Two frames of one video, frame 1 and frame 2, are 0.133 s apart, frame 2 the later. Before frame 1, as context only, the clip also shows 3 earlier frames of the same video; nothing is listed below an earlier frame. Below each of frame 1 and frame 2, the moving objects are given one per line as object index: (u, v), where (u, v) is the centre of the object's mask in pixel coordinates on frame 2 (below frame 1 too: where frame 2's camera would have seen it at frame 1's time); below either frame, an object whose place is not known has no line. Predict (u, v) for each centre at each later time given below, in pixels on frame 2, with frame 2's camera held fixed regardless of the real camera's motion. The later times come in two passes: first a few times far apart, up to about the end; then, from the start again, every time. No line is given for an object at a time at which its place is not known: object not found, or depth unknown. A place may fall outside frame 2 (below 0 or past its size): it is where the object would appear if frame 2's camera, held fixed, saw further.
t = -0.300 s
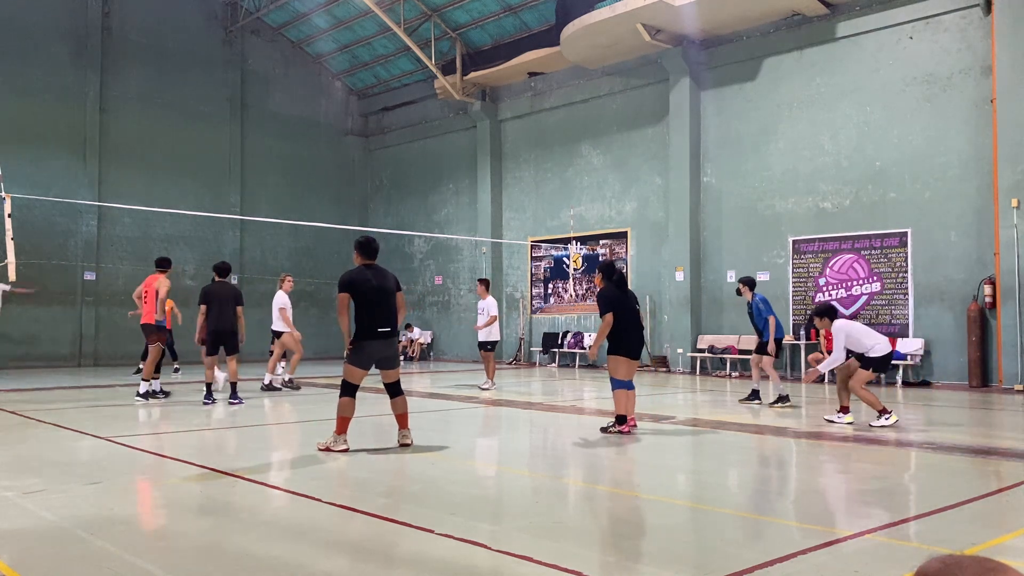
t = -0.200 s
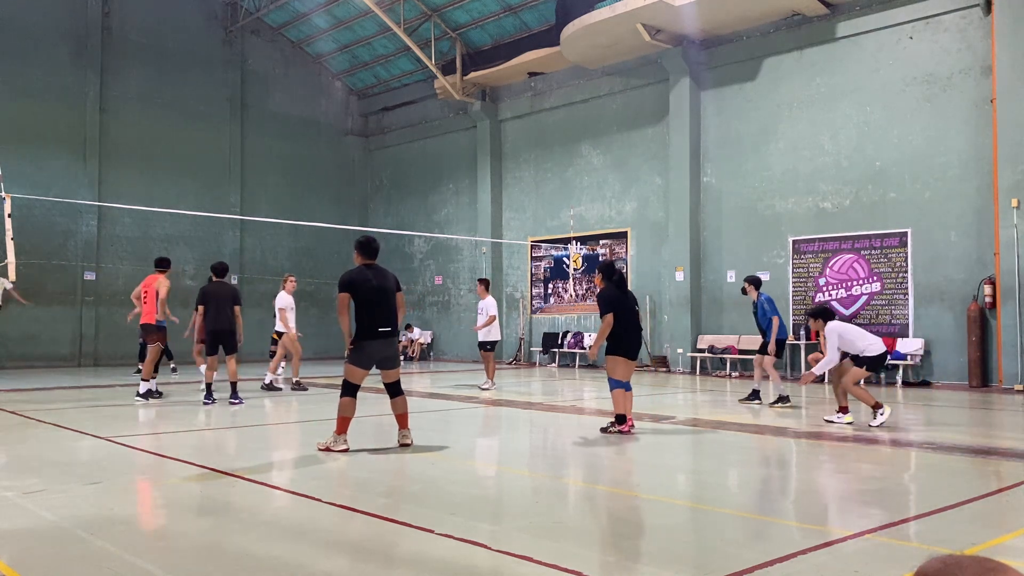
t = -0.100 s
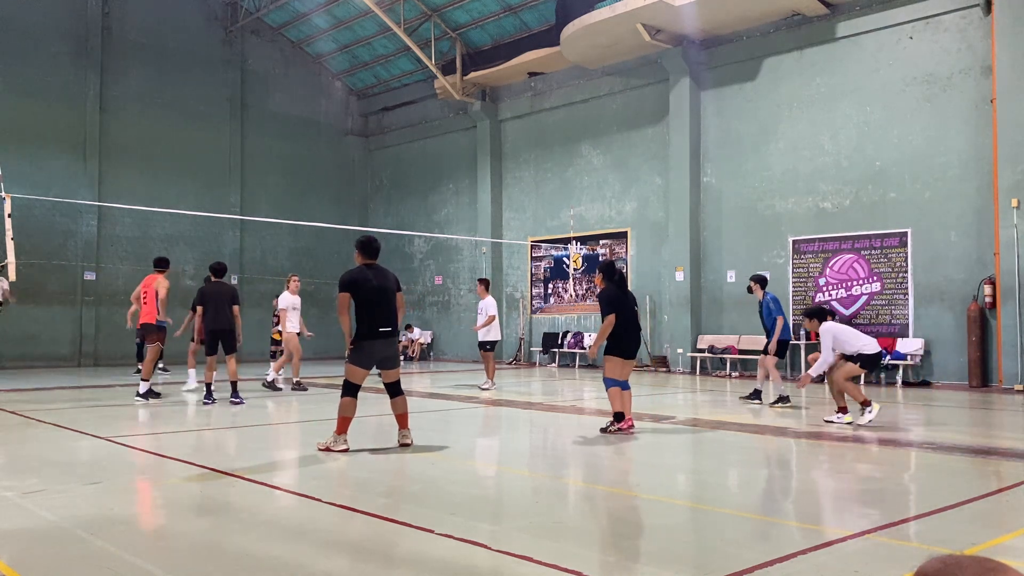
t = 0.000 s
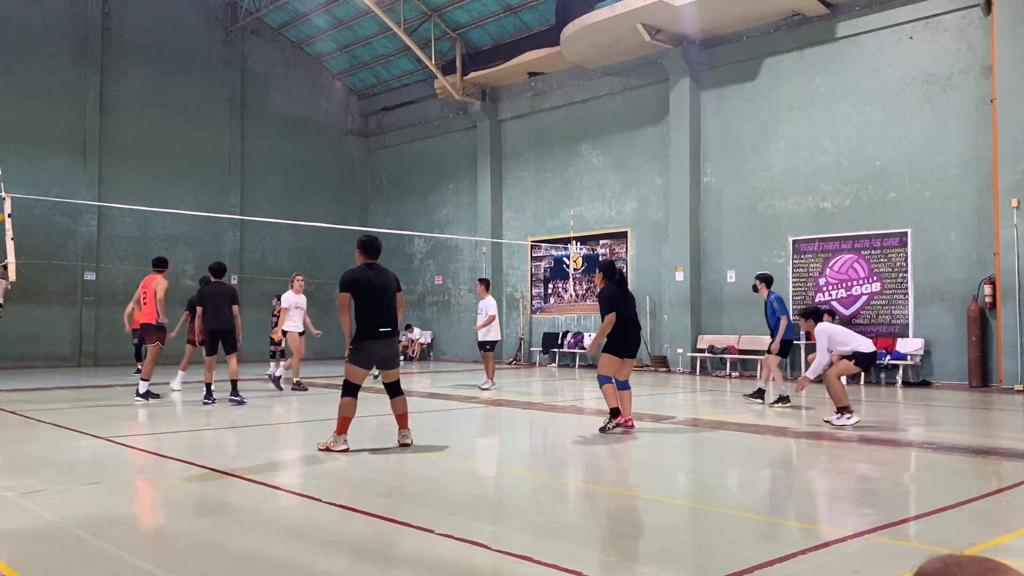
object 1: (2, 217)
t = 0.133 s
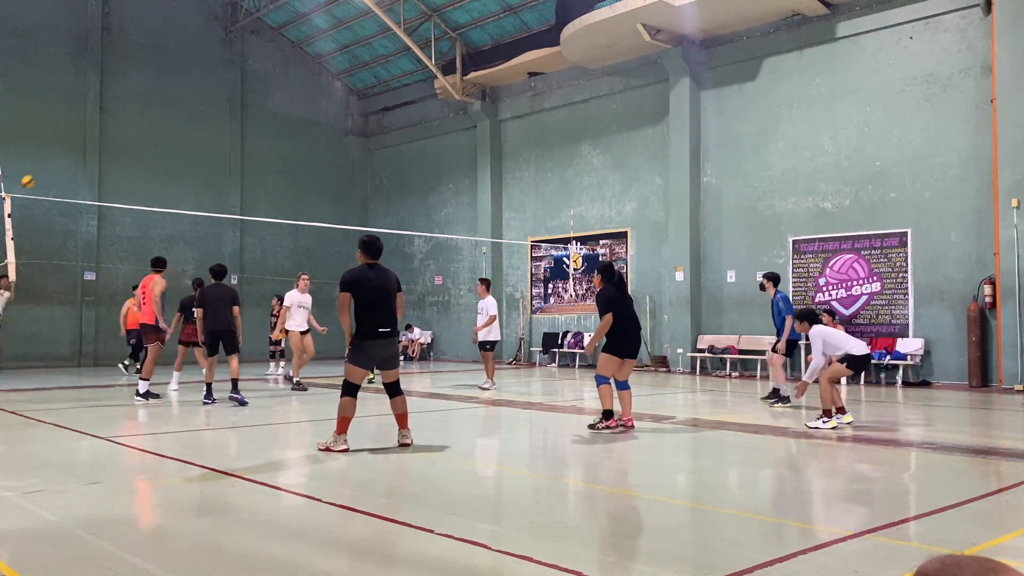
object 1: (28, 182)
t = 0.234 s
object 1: (51, 156)
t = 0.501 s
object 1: (121, 114)
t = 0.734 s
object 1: (193, 109)
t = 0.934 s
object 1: (269, 138)
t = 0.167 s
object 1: (35, 173)
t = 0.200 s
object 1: (43, 164)
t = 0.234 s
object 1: (51, 156)
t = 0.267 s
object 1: (59, 148)
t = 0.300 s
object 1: (67, 142)
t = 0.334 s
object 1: (74, 136)
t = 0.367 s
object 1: (83, 130)
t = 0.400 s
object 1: (91, 125)
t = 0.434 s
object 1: (100, 121)
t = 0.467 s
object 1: (110, 117)
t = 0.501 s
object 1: (121, 114)
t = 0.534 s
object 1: (130, 112)
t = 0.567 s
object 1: (140, 110)
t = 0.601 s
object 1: (150, 109)
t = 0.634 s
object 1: (160, 108)
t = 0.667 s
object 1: (171, 108)
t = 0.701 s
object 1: (182, 108)
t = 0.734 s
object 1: (193, 109)
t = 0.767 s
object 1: (205, 111)
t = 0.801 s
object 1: (217, 114)
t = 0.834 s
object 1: (229, 119)
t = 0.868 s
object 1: (242, 124)
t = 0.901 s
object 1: (255, 130)
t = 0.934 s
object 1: (269, 138)
